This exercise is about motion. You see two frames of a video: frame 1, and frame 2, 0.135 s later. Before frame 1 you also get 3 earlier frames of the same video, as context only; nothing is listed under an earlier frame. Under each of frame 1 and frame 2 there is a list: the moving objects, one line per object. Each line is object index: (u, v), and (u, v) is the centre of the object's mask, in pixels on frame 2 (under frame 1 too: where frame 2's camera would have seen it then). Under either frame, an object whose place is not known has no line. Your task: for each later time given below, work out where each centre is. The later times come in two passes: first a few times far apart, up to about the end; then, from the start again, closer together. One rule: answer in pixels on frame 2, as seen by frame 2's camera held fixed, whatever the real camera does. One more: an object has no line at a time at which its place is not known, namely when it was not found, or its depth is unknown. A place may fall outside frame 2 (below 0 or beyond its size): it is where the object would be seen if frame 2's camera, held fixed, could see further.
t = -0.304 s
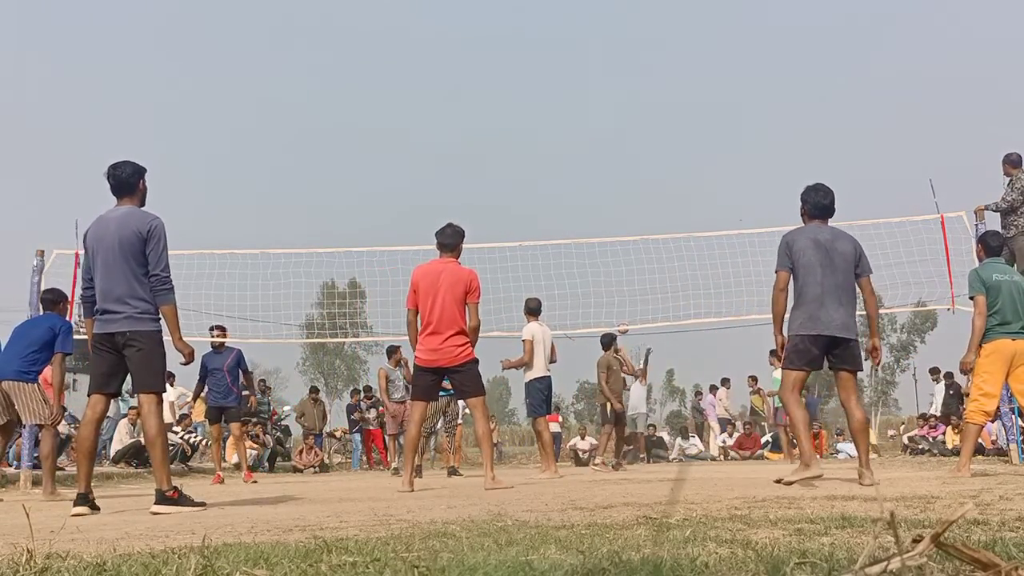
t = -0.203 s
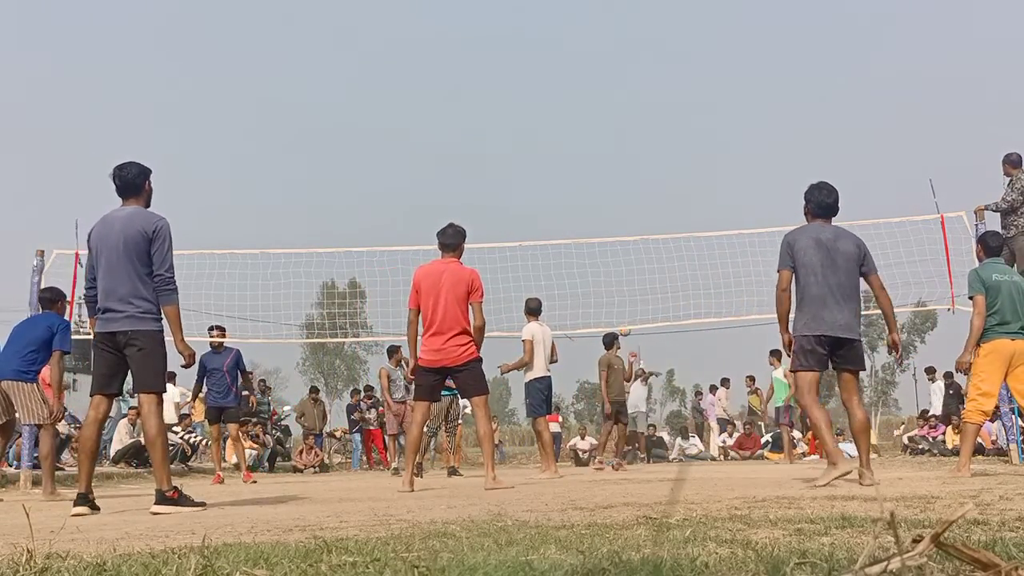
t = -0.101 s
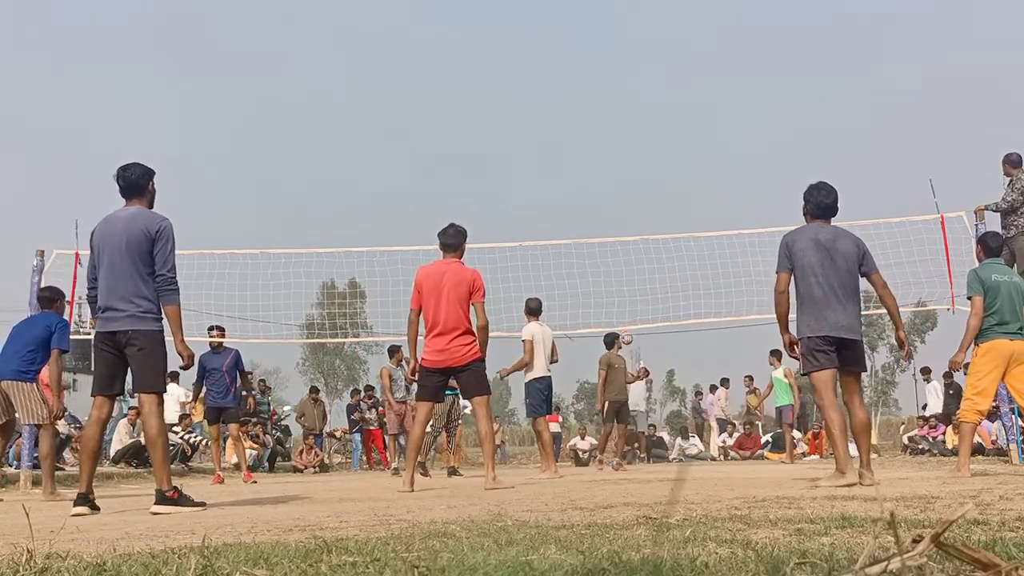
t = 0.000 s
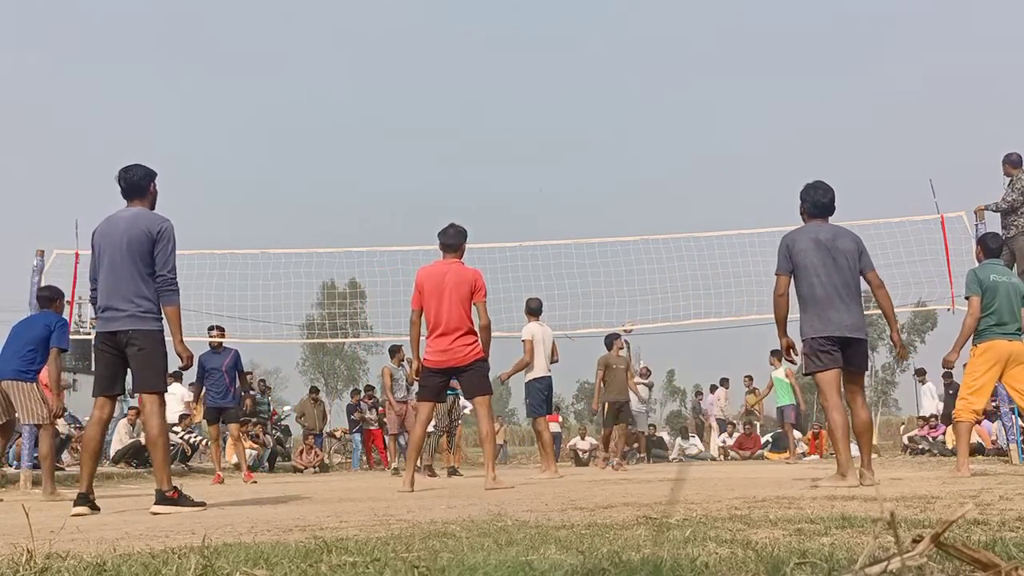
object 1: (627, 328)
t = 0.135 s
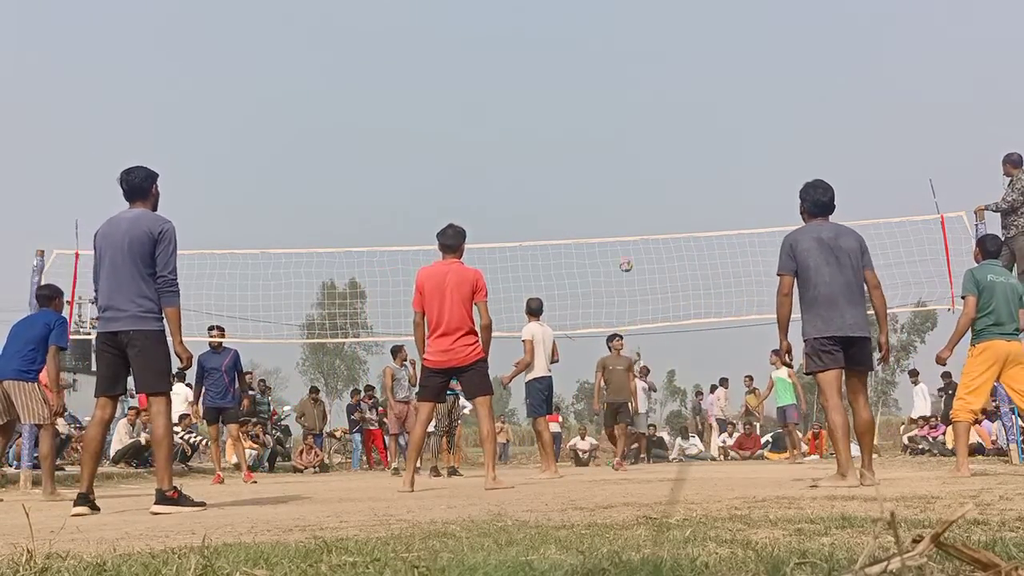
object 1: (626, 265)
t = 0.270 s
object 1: (627, 209)
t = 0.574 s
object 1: (639, 106)
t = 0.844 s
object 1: (662, 56)
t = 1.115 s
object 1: (711, 70)
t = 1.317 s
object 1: (779, 163)
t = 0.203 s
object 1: (626, 237)
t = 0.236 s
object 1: (626, 223)
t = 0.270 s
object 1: (627, 209)
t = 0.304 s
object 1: (627, 196)
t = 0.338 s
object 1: (629, 183)
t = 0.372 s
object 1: (630, 171)
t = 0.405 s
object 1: (631, 159)
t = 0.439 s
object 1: (632, 147)
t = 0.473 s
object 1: (634, 136)
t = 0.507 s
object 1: (636, 126)
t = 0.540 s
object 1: (637, 116)
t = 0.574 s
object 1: (639, 106)
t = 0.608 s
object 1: (642, 97)
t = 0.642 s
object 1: (644, 89)
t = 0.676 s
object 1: (646, 82)
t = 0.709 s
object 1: (649, 75)
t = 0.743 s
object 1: (651, 69)
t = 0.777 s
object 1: (655, 64)
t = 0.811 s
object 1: (658, 60)
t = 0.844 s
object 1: (662, 56)
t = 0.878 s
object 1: (666, 54)
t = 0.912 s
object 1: (671, 51)
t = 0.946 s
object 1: (676, 51)
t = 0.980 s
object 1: (682, 52)
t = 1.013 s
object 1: (688, 54)
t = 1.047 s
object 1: (695, 57)
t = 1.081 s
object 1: (703, 63)
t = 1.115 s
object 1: (711, 70)
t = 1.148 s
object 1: (721, 79)
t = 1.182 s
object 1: (730, 91)
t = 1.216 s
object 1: (741, 104)
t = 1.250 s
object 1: (752, 121)
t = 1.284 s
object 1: (765, 141)
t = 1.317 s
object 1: (779, 163)
